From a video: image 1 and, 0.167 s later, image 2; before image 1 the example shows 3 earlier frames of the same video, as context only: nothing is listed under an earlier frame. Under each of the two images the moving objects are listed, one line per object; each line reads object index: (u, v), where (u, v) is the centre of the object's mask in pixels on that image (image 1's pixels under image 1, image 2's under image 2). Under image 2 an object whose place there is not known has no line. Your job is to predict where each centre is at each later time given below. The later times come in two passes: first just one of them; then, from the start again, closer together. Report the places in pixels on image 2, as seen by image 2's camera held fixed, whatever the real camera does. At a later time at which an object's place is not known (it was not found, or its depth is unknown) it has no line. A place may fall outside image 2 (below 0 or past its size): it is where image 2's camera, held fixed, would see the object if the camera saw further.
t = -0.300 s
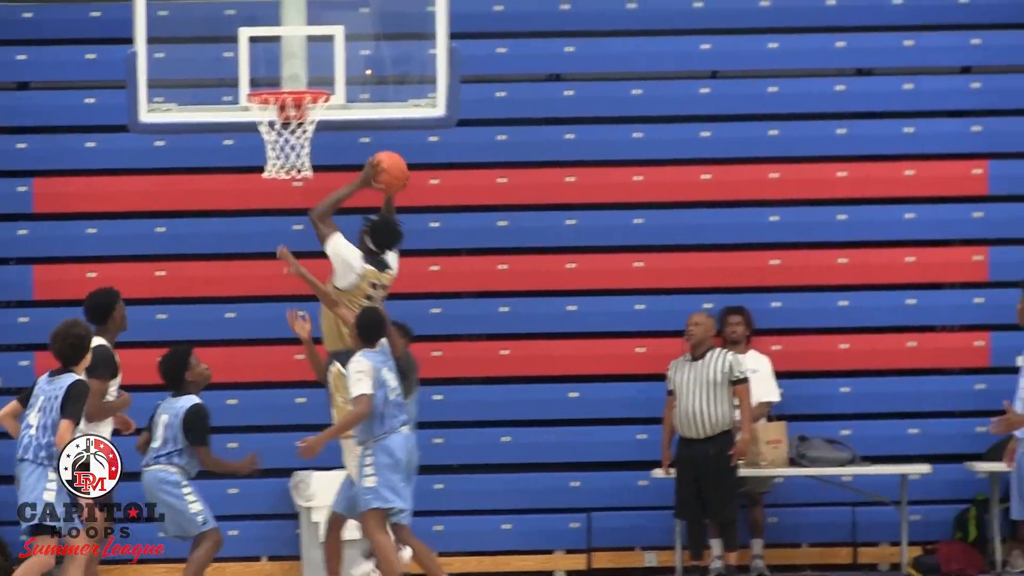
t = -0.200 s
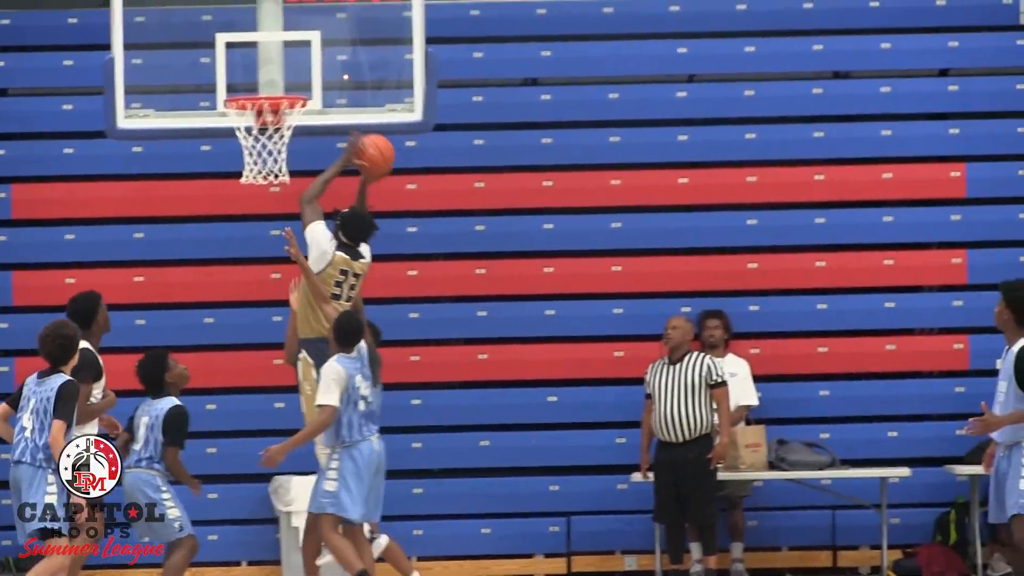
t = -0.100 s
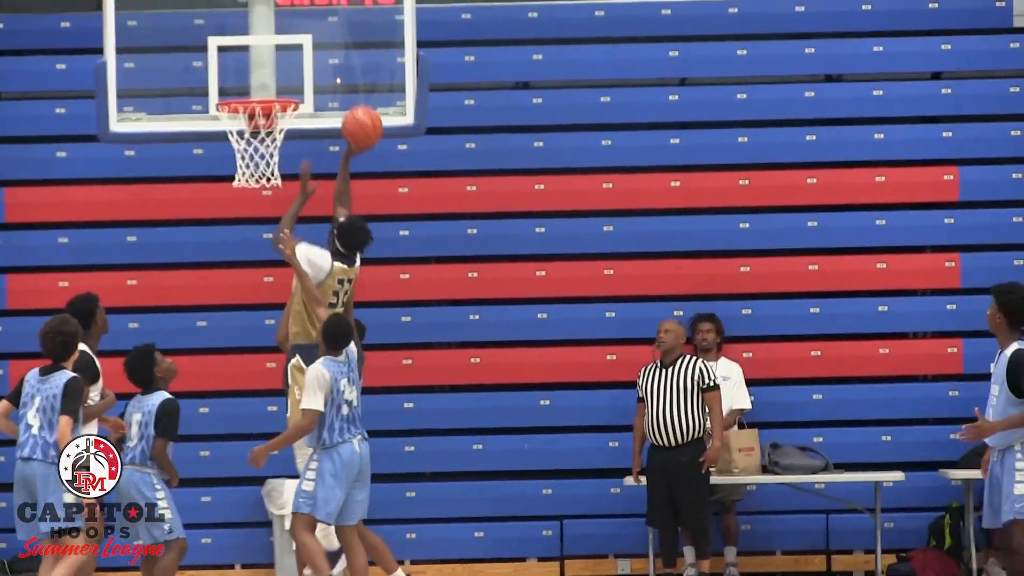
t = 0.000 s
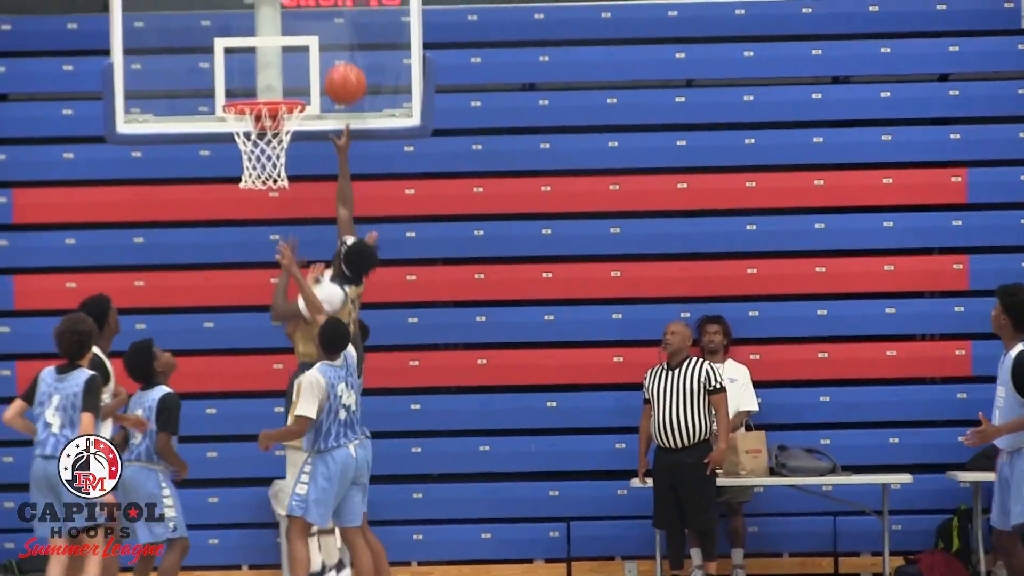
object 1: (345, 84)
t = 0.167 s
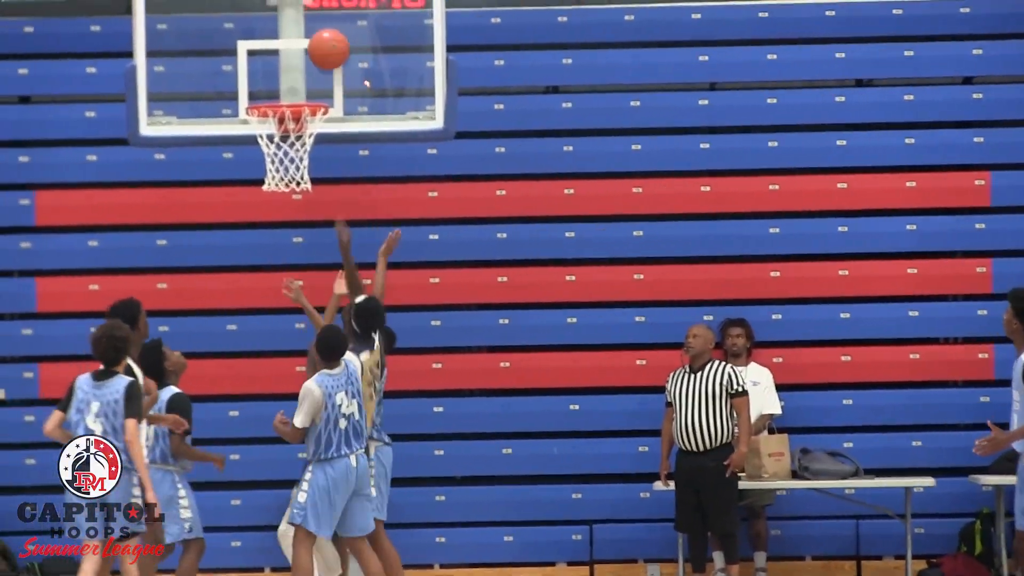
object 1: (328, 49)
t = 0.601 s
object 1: (269, 159)
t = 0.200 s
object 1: (322, 49)
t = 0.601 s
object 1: (269, 159)
